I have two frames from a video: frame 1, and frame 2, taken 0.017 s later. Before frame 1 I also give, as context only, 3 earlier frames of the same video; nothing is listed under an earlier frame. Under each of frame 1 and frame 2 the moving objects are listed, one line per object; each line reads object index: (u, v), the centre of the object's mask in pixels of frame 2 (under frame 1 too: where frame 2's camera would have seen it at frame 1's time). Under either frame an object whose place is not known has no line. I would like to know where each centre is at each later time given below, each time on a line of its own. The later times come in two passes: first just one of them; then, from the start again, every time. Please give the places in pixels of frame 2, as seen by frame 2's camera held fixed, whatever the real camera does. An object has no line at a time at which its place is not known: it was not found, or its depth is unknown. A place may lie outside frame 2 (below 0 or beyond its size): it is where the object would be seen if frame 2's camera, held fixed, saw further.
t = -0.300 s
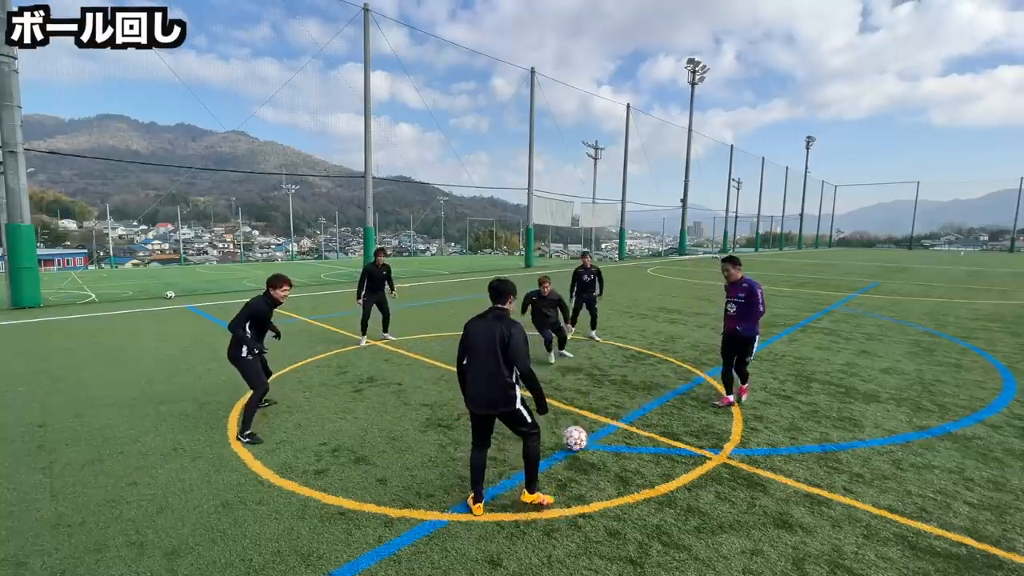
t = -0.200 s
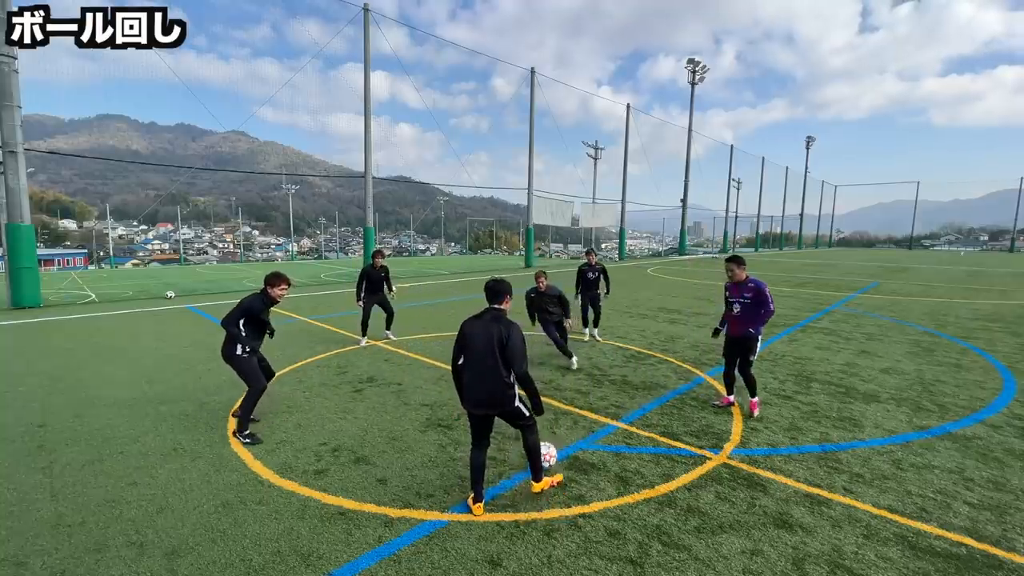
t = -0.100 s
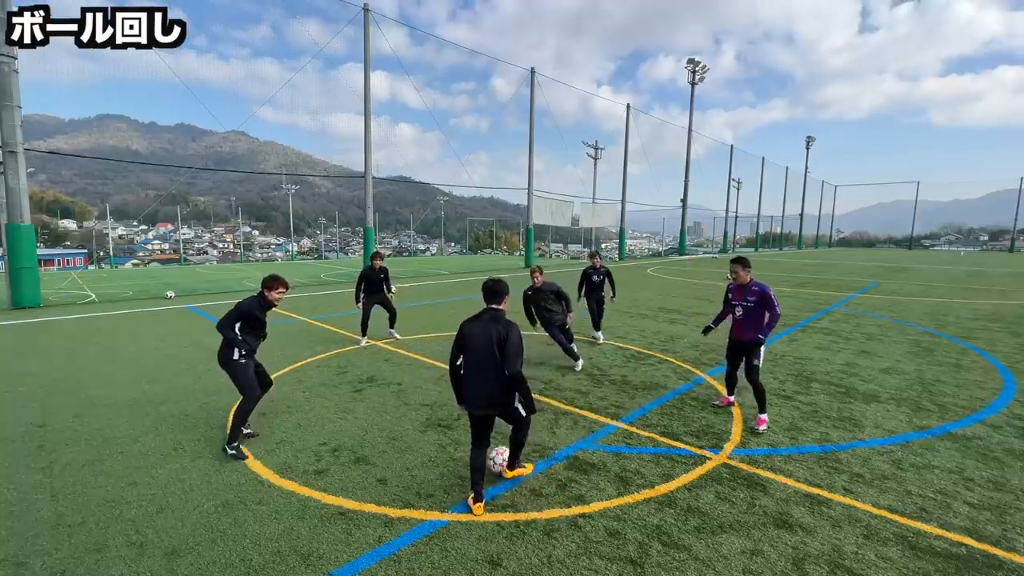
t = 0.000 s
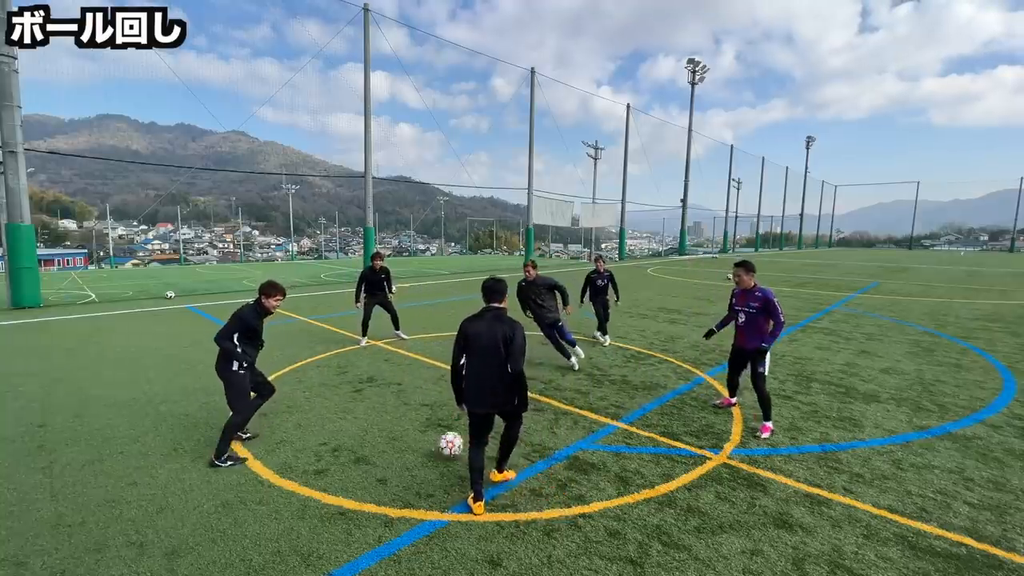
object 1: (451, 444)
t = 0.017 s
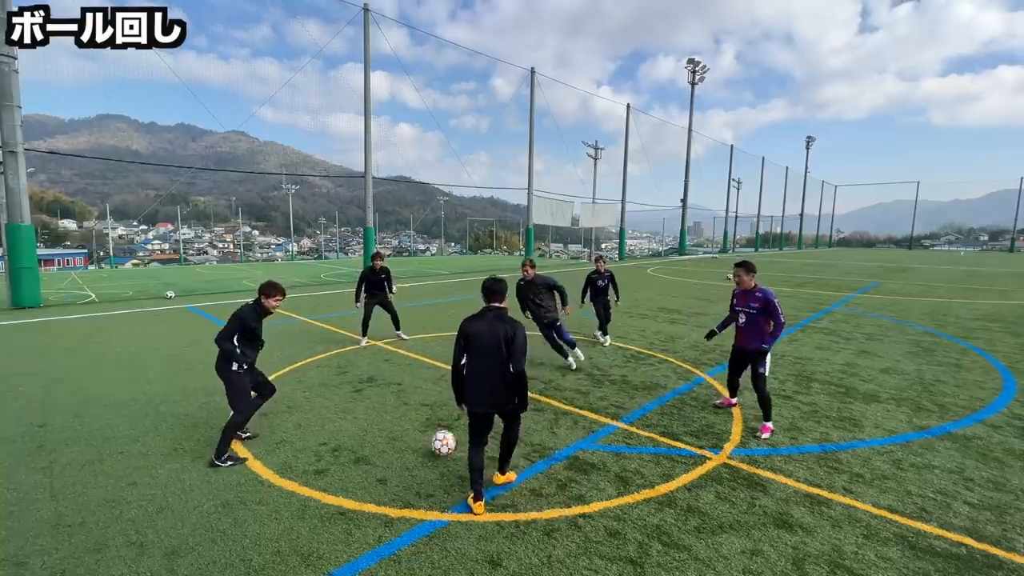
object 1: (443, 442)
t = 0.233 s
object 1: (363, 416)
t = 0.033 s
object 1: (436, 440)
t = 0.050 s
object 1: (429, 437)
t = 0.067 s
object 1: (423, 434)
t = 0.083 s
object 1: (416, 431)
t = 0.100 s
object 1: (409, 430)
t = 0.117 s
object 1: (402, 428)
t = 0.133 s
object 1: (396, 426)
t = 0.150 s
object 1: (390, 425)
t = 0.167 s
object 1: (384, 425)
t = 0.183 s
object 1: (378, 423)
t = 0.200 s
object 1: (373, 421)
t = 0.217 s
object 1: (368, 418)
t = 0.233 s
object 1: (363, 416)
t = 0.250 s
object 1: (358, 414)
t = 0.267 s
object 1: (353, 413)
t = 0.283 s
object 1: (347, 412)
